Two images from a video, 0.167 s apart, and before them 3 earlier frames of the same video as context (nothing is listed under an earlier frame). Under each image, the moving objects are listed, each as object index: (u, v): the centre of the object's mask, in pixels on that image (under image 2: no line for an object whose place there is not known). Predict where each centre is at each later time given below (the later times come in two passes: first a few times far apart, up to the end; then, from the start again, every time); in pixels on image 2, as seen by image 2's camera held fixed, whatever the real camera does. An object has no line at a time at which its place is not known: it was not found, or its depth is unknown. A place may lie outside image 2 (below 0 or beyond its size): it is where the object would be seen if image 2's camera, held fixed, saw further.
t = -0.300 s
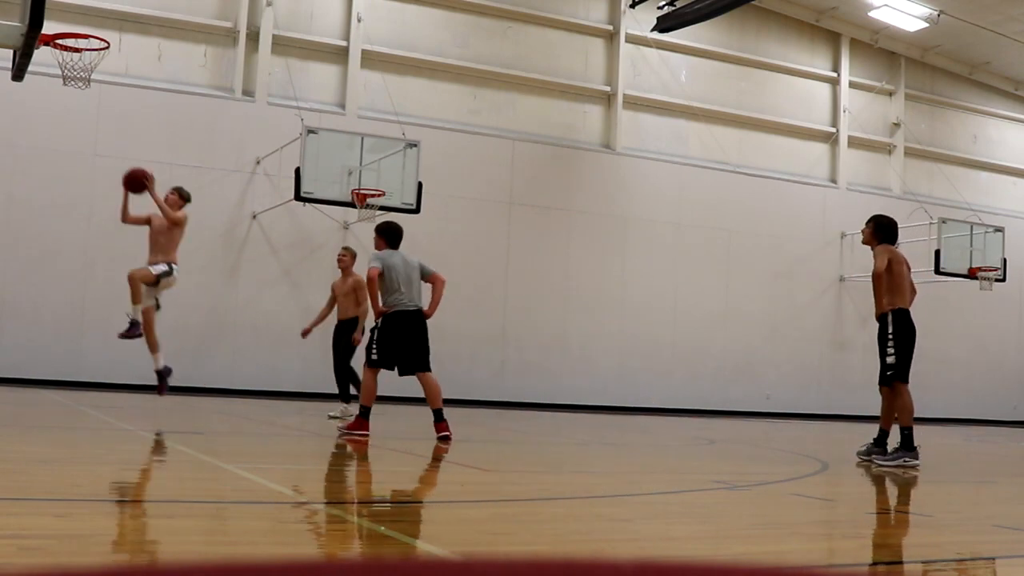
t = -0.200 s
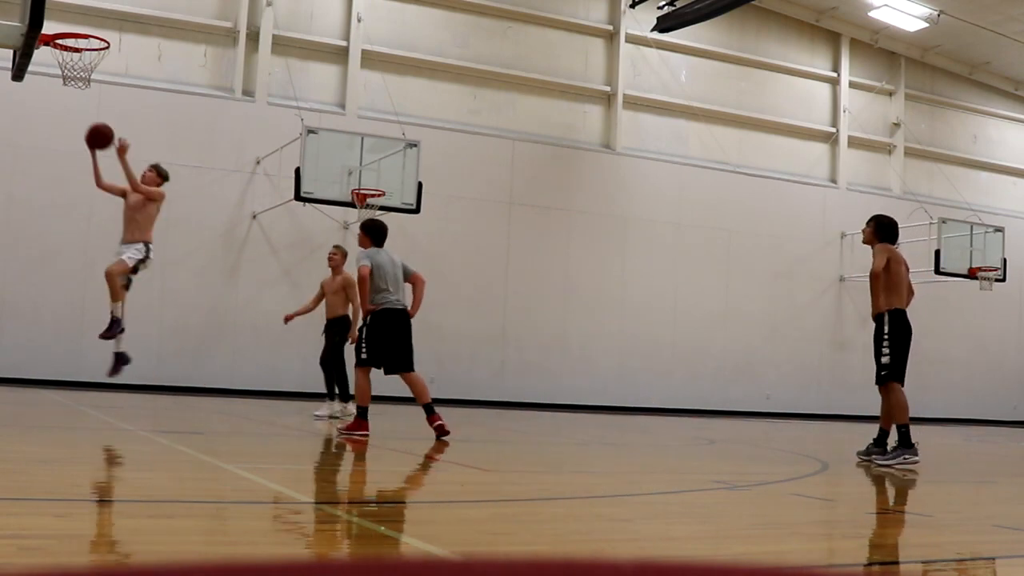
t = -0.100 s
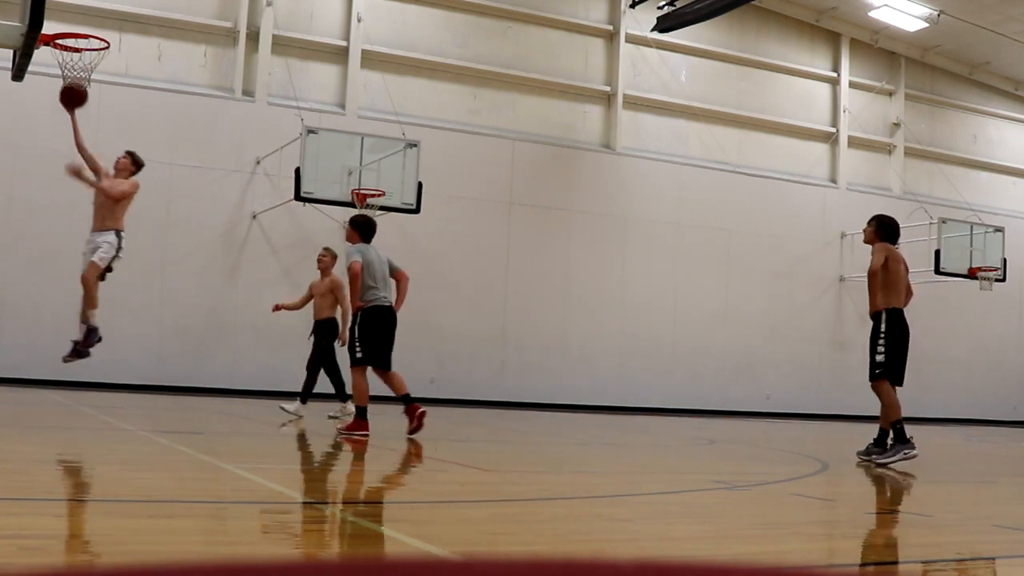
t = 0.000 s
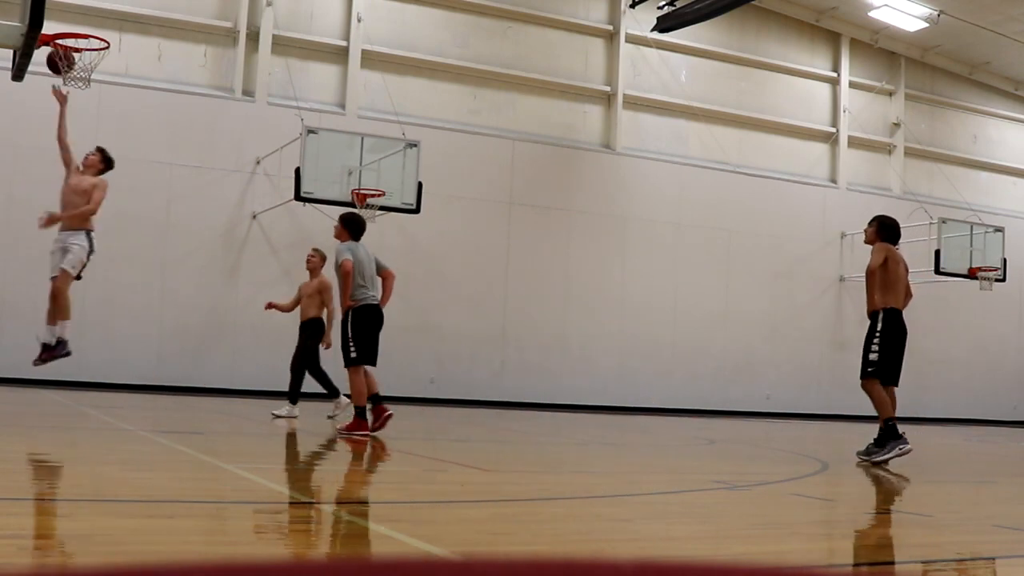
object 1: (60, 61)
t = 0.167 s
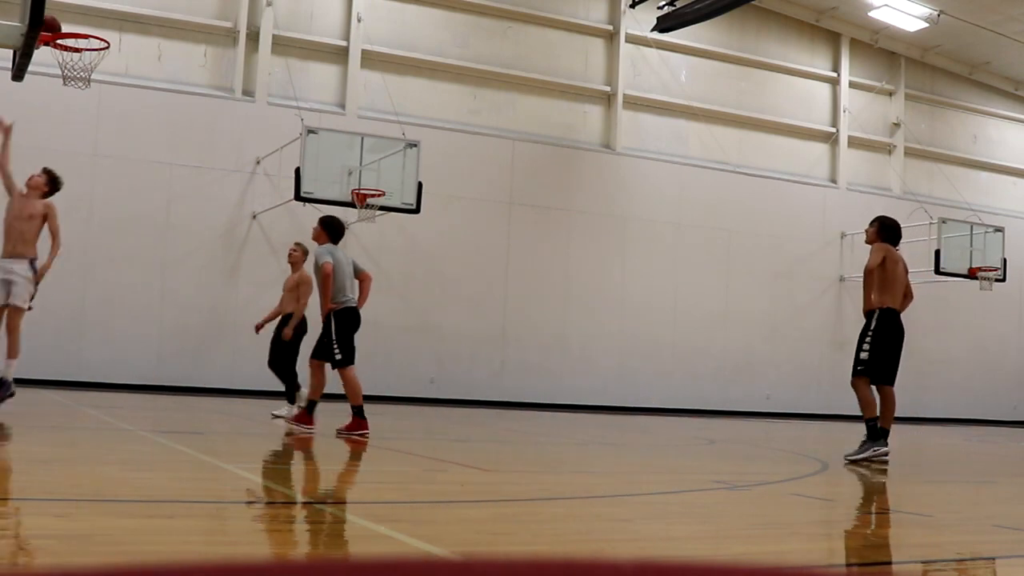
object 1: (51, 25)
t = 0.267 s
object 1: (61, 23)
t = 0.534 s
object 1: (94, 68)
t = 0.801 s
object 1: (75, 104)
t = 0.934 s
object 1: (63, 153)
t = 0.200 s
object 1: (54, 23)
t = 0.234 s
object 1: (56, 23)
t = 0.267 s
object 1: (61, 23)
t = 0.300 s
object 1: (66, 24)
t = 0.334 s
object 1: (70, 29)
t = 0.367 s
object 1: (75, 39)
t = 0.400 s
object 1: (79, 41)
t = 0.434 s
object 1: (84, 49)
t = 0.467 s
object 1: (88, 55)
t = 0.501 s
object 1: (92, 64)
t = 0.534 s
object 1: (94, 68)
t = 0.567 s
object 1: (92, 69)
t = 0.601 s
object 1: (90, 70)
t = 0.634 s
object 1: (88, 73)
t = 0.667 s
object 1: (86, 76)
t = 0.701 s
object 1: (83, 81)
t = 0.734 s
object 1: (81, 88)
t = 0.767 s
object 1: (78, 95)
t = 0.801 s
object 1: (75, 104)
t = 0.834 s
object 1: (72, 115)
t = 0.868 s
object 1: (69, 126)
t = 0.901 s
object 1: (66, 139)
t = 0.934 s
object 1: (63, 153)
